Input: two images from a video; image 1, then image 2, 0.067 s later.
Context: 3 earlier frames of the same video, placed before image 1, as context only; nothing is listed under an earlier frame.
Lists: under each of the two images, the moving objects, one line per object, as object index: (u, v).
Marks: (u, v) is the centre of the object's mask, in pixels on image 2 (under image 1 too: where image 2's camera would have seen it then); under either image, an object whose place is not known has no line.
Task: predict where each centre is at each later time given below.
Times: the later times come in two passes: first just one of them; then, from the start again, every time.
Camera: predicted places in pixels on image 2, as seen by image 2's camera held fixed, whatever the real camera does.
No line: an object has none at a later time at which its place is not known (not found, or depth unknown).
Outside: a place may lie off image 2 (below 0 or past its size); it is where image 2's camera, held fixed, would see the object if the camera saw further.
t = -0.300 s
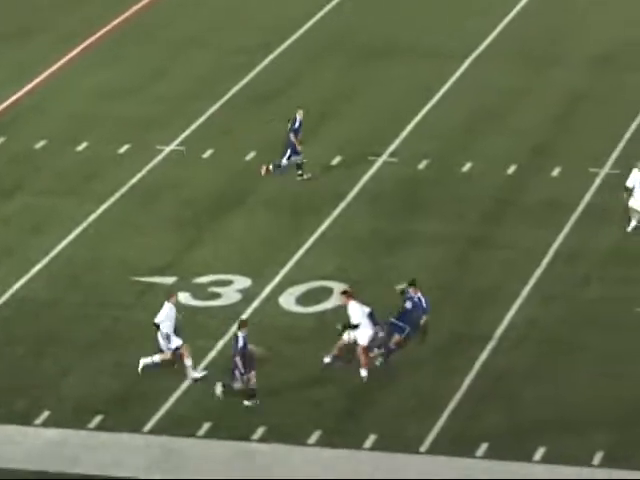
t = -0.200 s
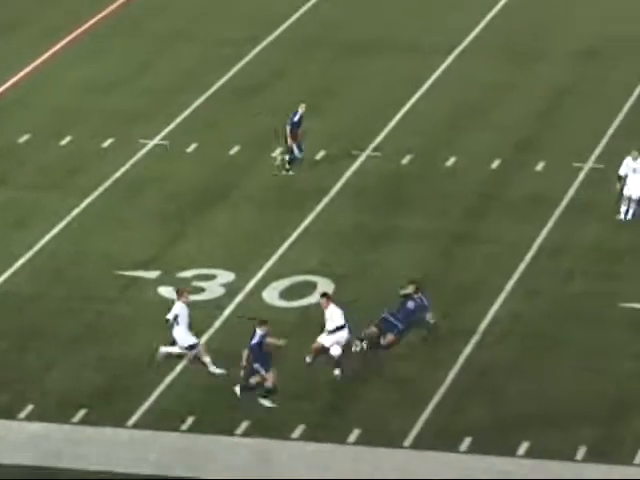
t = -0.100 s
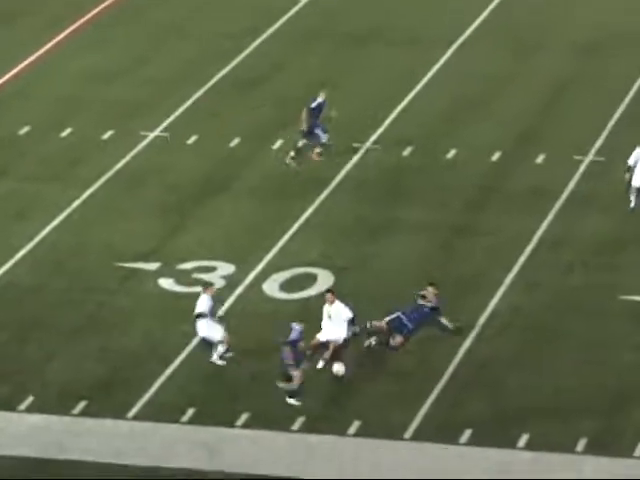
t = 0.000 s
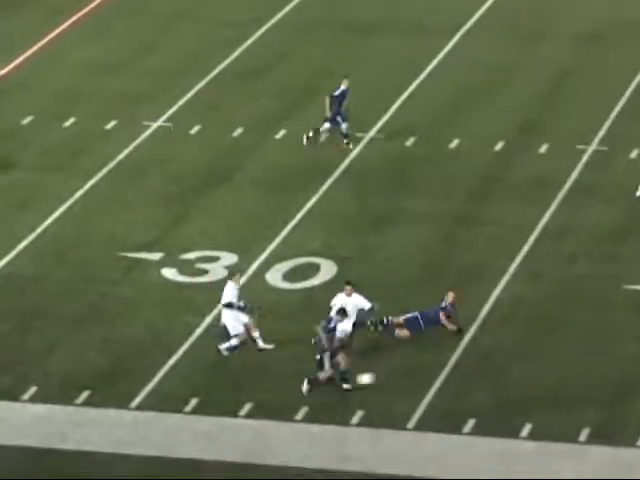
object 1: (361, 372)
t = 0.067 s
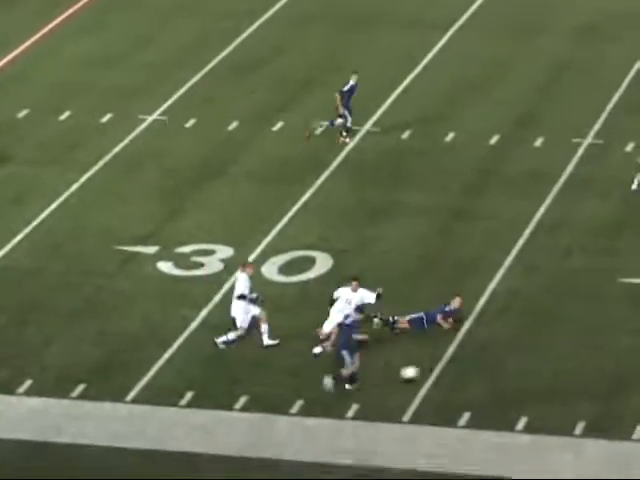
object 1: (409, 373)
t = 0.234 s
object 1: (534, 385)
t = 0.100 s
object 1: (434, 374)
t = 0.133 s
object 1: (460, 375)
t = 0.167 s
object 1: (485, 378)
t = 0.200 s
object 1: (510, 380)
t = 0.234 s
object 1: (534, 385)
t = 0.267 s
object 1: (558, 390)
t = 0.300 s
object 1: (583, 396)
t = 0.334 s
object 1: (608, 400)
